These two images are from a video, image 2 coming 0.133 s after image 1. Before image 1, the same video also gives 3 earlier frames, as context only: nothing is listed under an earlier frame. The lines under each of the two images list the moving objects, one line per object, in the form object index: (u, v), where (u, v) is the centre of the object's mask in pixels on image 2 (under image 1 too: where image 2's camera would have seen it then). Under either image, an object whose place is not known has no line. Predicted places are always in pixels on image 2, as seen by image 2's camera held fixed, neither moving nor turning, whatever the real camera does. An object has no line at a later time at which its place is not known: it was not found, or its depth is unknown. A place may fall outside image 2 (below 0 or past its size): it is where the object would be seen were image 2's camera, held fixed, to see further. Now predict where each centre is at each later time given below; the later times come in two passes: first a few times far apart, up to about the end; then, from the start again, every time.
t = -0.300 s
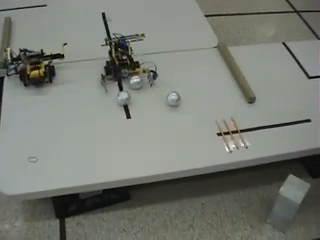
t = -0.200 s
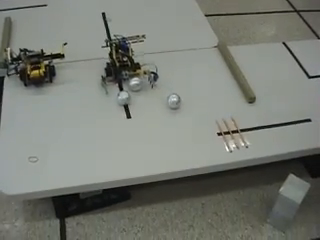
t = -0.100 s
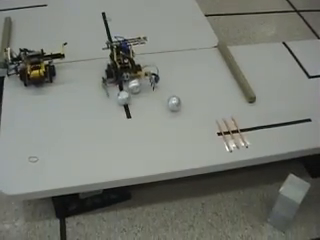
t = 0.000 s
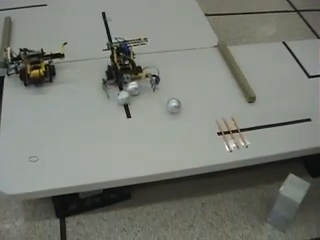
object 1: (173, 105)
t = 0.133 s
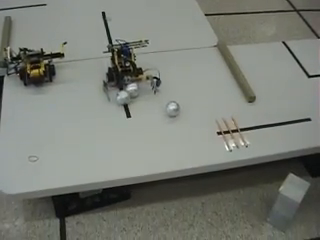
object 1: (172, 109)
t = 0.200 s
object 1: (171, 111)
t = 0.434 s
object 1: (170, 117)
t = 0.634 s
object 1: (170, 124)
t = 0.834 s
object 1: (171, 131)
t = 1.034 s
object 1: (170, 137)
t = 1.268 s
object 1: (168, 147)
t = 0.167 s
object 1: (172, 110)
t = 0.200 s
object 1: (171, 111)
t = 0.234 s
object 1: (171, 112)
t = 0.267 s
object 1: (170, 113)
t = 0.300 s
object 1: (170, 114)
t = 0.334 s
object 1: (170, 115)
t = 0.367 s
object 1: (169, 116)
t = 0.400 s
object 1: (170, 116)
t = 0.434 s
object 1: (170, 117)
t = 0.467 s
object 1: (170, 118)
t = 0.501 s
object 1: (170, 120)
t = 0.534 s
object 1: (170, 121)
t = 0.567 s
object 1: (170, 122)
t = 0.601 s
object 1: (170, 123)
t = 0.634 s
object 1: (170, 124)
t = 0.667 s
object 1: (171, 125)
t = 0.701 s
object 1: (171, 126)
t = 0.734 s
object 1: (171, 127)
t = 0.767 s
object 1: (171, 128)
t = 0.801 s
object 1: (171, 130)
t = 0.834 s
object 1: (171, 131)
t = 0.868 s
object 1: (170, 132)
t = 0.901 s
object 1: (170, 133)
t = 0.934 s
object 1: (170, 134)
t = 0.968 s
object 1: (170, 135)
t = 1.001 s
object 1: (170, 136)
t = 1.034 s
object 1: (170, 137)
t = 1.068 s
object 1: (169, 138)
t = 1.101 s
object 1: (169, 139)
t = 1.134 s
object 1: (169, 141)
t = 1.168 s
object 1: (169, 142)
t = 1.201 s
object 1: (169, 144)
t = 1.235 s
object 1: (168, 145)
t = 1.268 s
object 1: (168, 147)
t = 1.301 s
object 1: (168, 148)
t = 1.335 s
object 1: (167, 150)
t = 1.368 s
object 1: (167, 151)
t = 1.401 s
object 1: (166, 153)
